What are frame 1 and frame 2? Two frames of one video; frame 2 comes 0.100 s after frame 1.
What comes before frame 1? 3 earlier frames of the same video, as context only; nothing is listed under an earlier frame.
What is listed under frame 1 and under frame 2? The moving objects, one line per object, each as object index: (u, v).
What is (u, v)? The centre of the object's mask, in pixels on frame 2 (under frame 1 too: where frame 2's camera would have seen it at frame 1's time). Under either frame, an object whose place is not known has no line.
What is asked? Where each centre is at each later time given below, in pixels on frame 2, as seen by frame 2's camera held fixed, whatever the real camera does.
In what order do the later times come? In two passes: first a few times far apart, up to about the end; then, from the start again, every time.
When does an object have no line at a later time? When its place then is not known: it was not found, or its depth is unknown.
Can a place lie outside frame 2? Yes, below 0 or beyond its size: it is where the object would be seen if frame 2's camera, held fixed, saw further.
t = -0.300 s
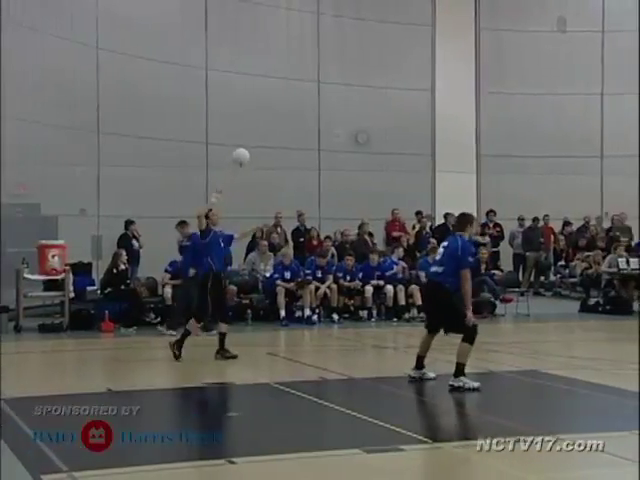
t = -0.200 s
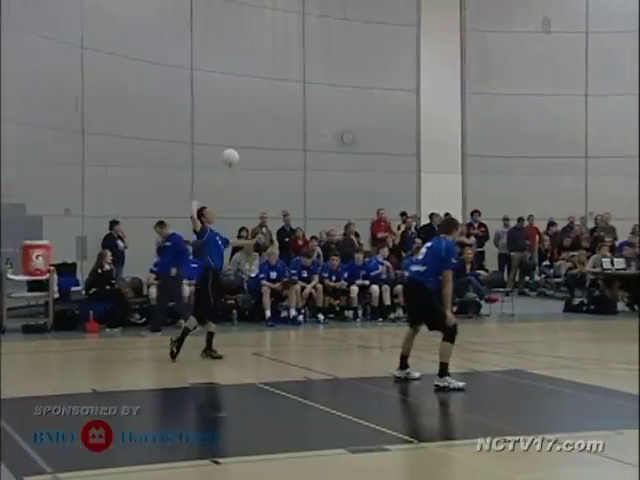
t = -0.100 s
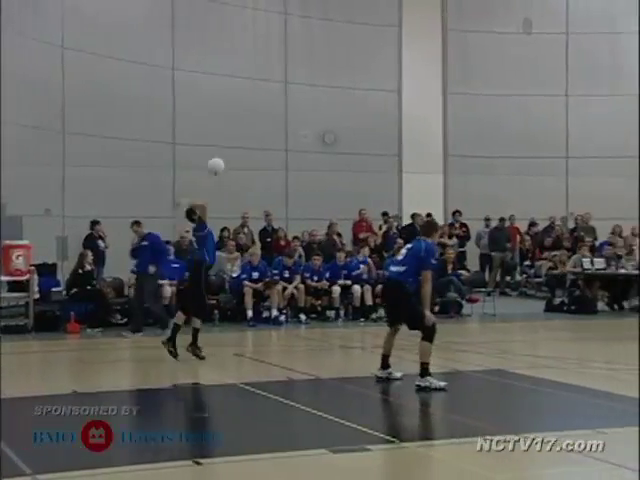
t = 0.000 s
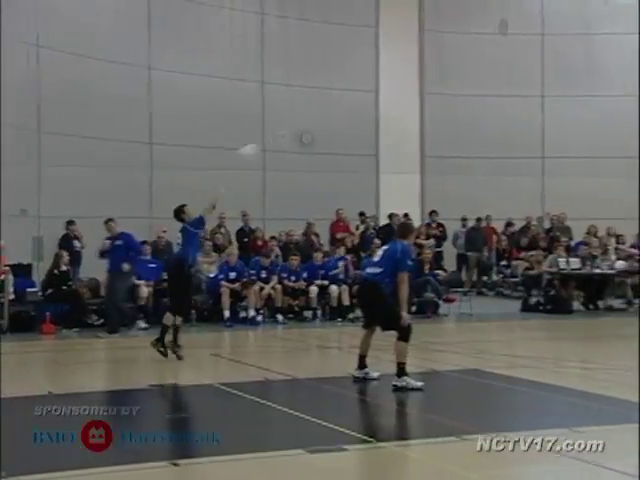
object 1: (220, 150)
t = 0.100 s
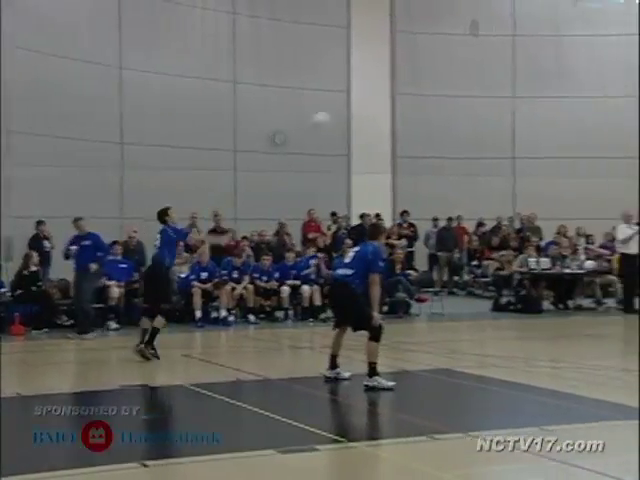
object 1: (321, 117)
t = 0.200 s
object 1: (413, 93)
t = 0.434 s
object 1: (607, 80)
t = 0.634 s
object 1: (754, 98)
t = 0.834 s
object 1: (886, 138)
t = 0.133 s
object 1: (351, 111)
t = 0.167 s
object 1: (383, 105)
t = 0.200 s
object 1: (413, 93)
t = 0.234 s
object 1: (443, 89)
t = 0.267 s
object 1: (473, 84)
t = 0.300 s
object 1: (501, 83)
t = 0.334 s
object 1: (530, 79)
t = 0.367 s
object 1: (555, 79)
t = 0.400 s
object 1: (582, 79)
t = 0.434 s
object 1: (607, 80)
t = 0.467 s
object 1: (633, 82)
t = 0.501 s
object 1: (658, 84)
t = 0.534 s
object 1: (683, 86)
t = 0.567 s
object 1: (706, 90)
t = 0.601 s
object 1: (729, 95)
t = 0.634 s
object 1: (754, 98)
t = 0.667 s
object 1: (777, 102)
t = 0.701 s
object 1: (799, 109)
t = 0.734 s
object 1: (820, 115)
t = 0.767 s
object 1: (843, 122)
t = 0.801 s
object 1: (864, 129)
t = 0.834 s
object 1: (886, 138)
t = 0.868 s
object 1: (905, 146)
